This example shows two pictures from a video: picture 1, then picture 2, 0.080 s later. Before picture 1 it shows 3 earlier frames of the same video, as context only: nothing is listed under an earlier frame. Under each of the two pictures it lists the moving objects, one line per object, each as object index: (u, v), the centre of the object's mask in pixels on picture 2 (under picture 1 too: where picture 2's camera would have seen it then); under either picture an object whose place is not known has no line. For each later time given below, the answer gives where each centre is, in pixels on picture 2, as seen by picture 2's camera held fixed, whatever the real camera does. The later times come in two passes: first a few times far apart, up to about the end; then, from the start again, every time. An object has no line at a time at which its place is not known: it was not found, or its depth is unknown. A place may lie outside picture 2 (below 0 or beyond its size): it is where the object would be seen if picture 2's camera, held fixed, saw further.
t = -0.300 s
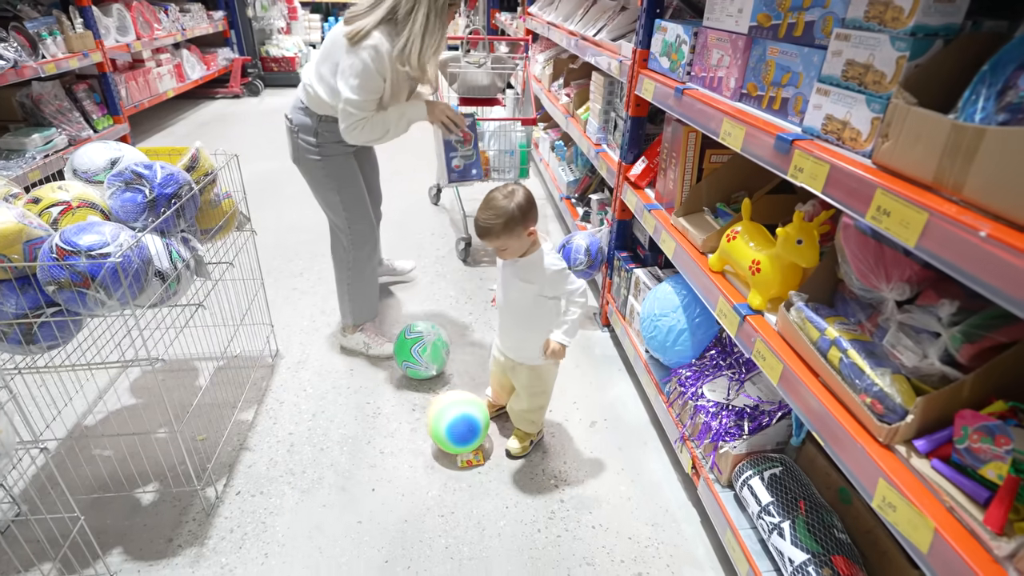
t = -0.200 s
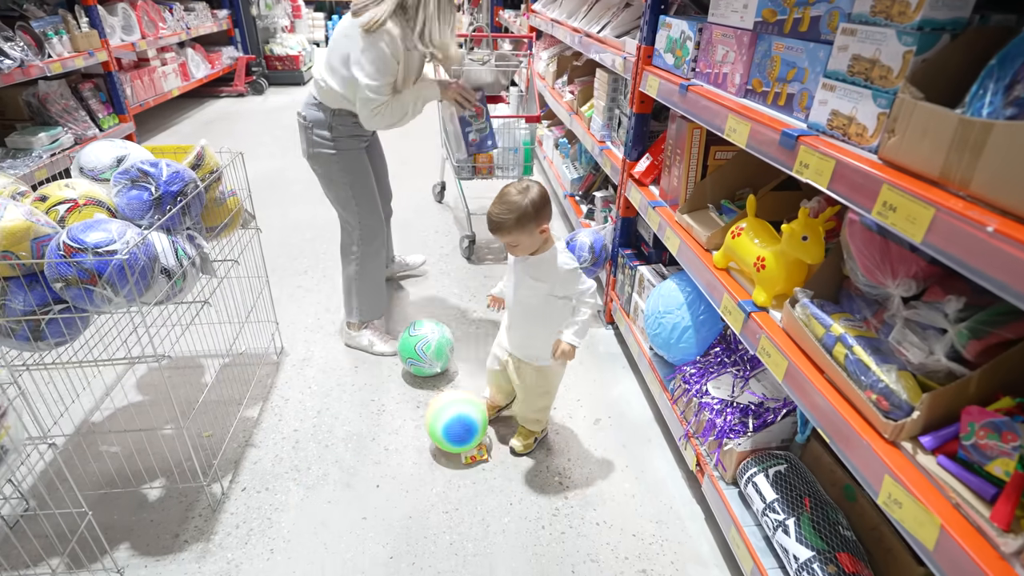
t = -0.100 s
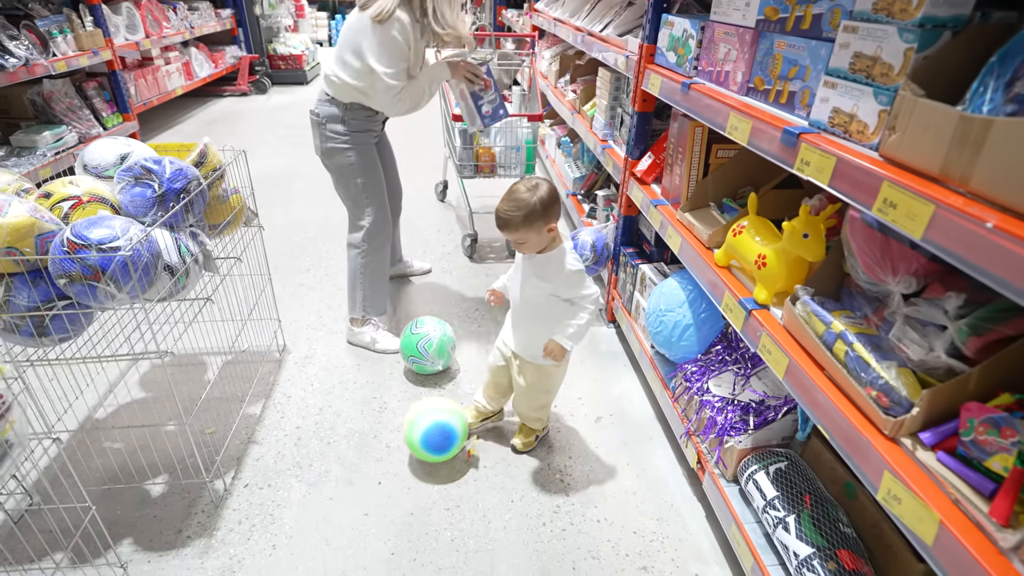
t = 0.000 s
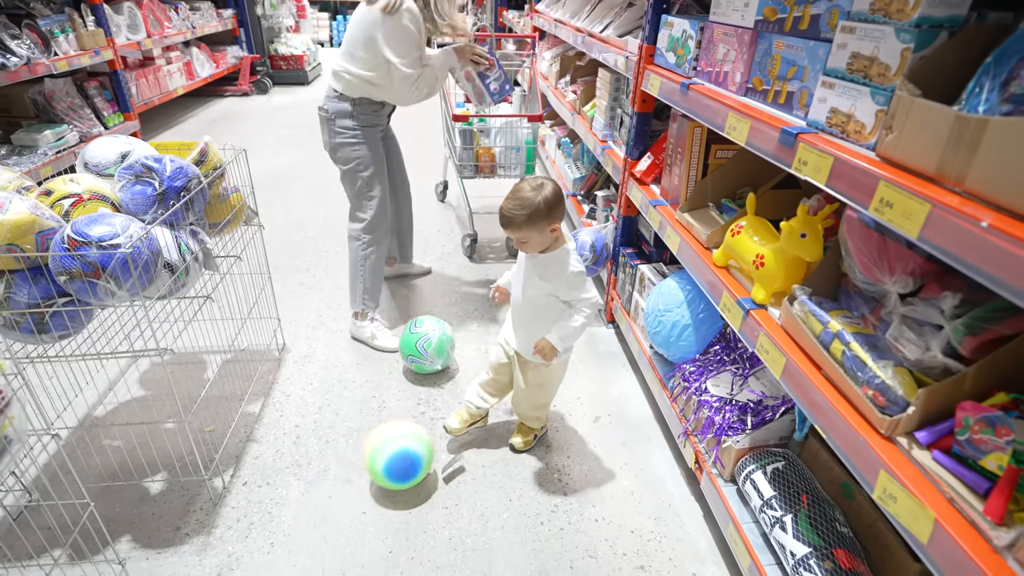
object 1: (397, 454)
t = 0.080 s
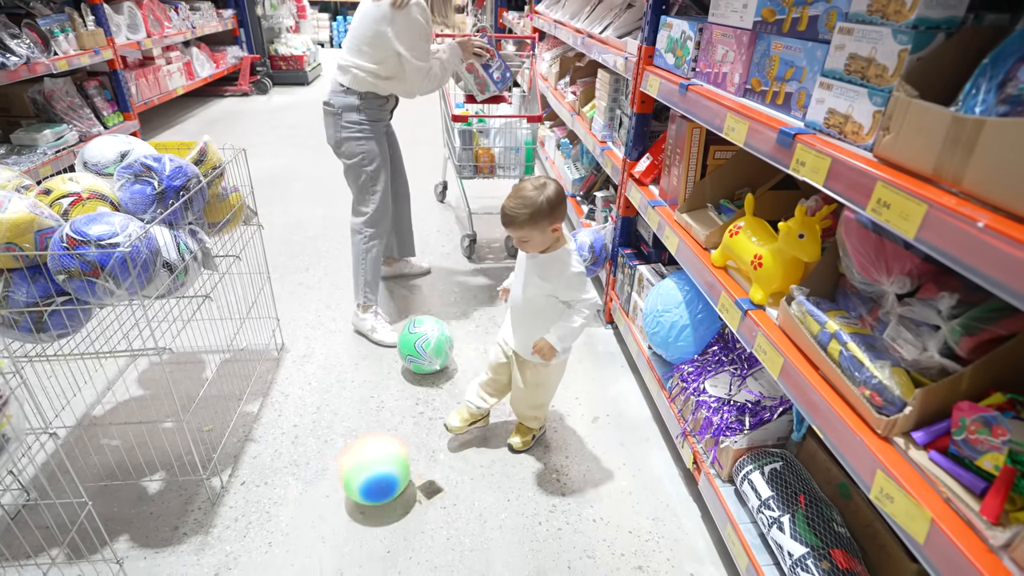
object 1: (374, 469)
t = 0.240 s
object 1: (338, 495)
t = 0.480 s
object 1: (292, 532)
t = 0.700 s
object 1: (250, 558)
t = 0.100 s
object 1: (369, 473)
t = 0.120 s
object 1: (366, 476)
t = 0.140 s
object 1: (361, 478)
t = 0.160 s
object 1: (356, 480)
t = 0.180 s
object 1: (352, 483)
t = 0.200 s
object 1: (348, 486)
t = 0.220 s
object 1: (343, 490)
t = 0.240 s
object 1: (338, 495)
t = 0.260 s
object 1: (334, 496)
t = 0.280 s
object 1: (330, 498)
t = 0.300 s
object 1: (325, 502)
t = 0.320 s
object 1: (321, 506)
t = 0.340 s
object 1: (317, 510)
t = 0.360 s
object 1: (313, 512)
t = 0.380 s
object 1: (309, 514)
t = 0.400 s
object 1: (305, 518)
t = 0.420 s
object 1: (302, 522)
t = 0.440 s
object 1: (298, 526)
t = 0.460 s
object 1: (295, 529)
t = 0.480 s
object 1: (292, 532)
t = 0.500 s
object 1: (289, 535)
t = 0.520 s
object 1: (286, 538)
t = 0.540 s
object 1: (283, 541)
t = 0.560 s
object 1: (279, 543)
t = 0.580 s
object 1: (275, 545)
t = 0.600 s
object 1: (272, 547)
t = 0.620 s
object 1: (268, 549)
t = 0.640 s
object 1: (263, 551)
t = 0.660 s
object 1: (259, 553)
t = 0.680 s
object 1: (255, 556)
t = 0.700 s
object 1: (250, 558)
